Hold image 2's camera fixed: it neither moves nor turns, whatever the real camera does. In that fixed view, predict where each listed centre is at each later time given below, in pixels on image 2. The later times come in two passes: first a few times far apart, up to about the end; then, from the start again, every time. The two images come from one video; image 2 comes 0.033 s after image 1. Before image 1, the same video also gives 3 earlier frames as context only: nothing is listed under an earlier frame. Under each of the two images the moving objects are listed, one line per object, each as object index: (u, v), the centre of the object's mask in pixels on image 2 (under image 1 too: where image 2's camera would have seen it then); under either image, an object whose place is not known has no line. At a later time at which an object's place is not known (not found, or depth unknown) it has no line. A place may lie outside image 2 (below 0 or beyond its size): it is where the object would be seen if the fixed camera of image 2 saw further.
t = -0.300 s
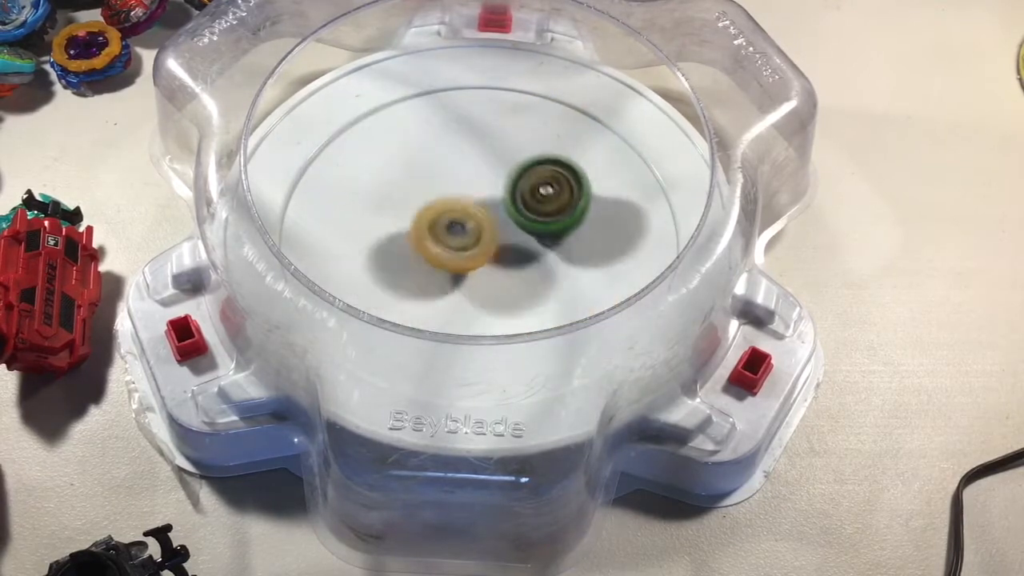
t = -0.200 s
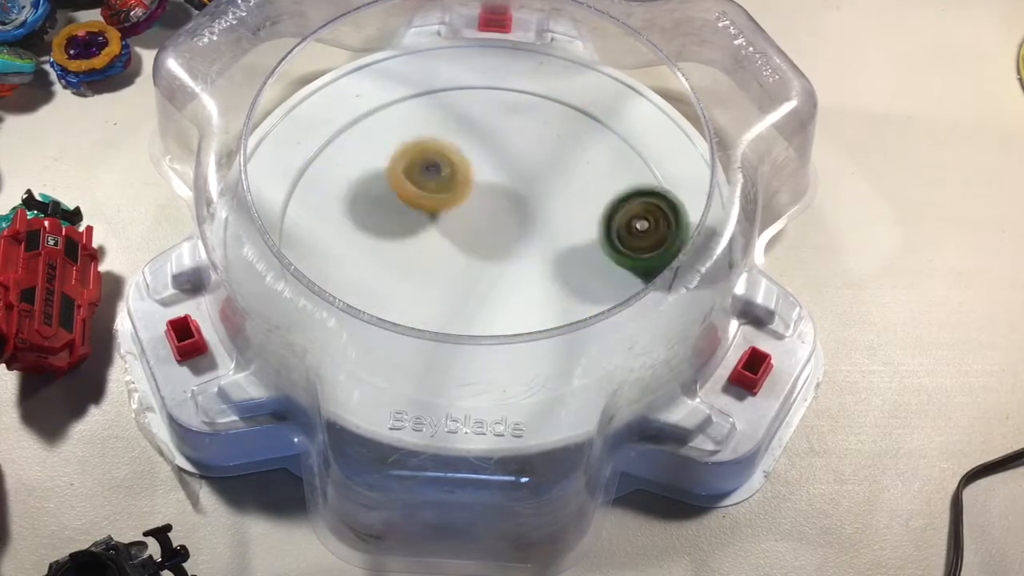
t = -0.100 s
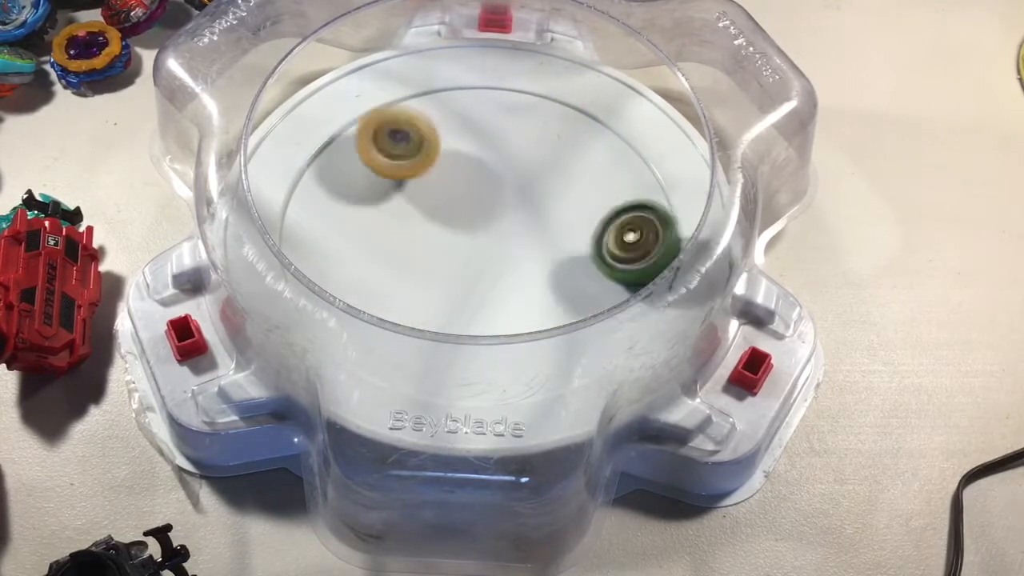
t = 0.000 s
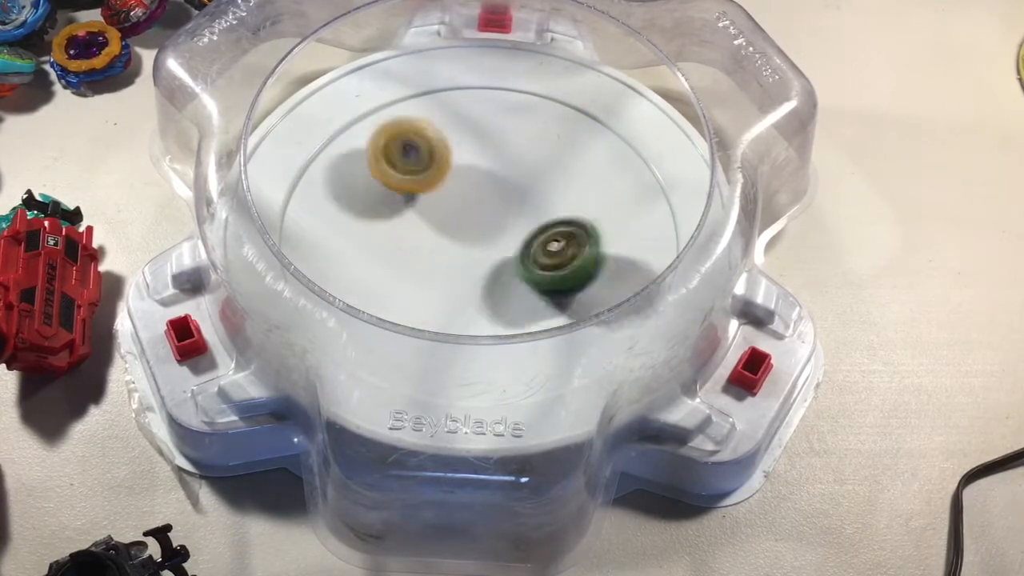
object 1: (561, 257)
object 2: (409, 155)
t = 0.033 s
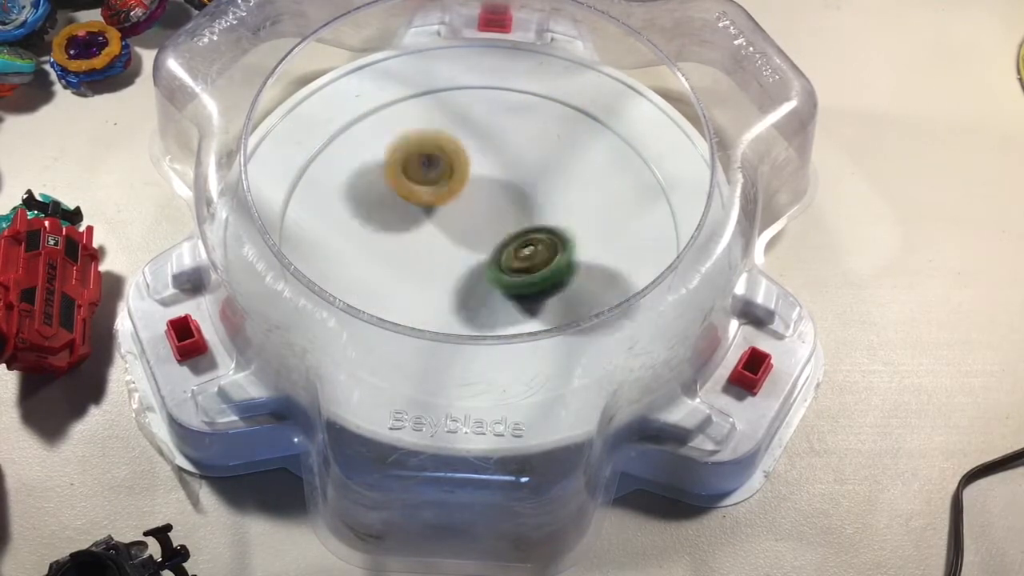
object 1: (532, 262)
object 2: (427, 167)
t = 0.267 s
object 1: (368, 266)
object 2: (578, 212)
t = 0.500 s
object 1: (337, 175)
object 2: (502, 252)
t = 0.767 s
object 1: (469, 112)
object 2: (472, 265)
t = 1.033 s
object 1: (577, 229)
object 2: (447, 151)
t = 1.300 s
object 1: (469, 303)
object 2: (539, 236)
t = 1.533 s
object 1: (371, 233)
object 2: (510, 240)
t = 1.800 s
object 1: (405, 164)
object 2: (442, 270)
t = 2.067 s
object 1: (481, 138)
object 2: (471, 249)
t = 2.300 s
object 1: (558, 141)
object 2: (473, 212)
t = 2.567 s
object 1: (606, 175)
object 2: (454, 232)
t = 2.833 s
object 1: (587, 242)
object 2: (493, 236)
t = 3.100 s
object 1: (519, 287)
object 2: (474, 210)
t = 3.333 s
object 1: (437, 276)
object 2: (469, 205)
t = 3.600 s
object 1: (384, 223)
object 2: (497, 215)
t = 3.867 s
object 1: (416, 162)
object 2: (517, 215)
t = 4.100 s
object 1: (480, 138)
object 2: (507, 231)
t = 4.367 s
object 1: (545, 169)
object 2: (504, 249)
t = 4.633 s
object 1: (568, 229)
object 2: (476, 255)
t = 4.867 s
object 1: (534, 285)
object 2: (440, 242)
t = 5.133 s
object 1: (475, 308)
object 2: (444, 207)
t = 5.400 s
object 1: (415, 257)
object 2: (475, 181)
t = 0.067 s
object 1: (504, 269)
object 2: (449, 179)
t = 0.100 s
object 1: (475, 276)
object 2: (473, 190)
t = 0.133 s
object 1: (447, 281)
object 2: (496, 200)
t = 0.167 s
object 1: (424, 281)
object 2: (521, 206)
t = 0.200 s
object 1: (403, 278)
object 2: (542, 209)
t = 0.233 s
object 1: (385, 273)
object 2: (562, 212)
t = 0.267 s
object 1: (368, 266)
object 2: (578, 212)
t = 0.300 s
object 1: (355, 256)
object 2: (588, 211)
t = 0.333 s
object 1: (346, 245)
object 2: (589, 211)
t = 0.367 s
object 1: (340, 234)
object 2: (580, 212)
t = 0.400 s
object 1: (334, 222)
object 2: (563, 218)
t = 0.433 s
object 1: (332, 207)
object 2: (542, 228)
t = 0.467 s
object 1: (332, 192)
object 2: (521, 239)
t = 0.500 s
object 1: (337, 175)
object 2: (502, 252)
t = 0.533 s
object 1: (345, 159)
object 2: (485, 264)
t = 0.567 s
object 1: (357, 145)
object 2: (471, 276)
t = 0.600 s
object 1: (373, 133)
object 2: (461, 287)
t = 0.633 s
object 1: (389, 124)
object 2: (456, 295)
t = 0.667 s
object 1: (407, 117)
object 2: (457, 296)
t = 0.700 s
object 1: (427, 113)
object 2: (462, 292)
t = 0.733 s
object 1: (448, 112)
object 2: (468, 281)
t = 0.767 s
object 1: (469, 112)
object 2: (472, 265)
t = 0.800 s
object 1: (490, 117)
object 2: (471, 247)
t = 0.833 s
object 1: (509, 124)
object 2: (470, 228)
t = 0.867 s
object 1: (527, 136)
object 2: (466, 212)
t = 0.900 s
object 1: (542, 151)
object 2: (465, 195)
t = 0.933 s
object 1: (555, 168)
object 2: (462, 179)
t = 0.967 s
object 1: (565, 189)
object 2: (456, 165)
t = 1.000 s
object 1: (573, 210)
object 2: (451, 156)
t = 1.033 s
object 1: (577, 229)
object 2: (447, 151)
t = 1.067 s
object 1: (577, 246)
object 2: (446, 154)
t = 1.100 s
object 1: (573, 262)
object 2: (450, 164)
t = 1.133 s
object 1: (565, 277)
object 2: (458, 177)
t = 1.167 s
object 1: (550, 289)
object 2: (472, 192)
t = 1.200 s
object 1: (532, 298)
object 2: (488, 205)
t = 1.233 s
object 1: (511, 303)
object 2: (505, 217)
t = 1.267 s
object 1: (490, 304)
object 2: (523, 229)
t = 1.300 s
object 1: (469, 303)
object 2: (539, 236)
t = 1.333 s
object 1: (450, 299)
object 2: (555, 240)
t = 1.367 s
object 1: (431, 293)
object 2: (567, 240)
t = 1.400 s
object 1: (414, 286)
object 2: (570, 237)
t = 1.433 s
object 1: (397, 274)
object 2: (565, 236)
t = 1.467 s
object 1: (385, 262)
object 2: (550, 234)
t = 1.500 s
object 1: (376, 248)
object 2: (530, 235)
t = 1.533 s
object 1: (371, 233)
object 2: (510, 240)
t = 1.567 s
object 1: (370, 210)
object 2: (481, 249)
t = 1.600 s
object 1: (372, 202)
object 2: (472, 252)
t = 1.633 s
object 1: (374, 195)
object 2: (465, 254)
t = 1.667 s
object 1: (378, 188)
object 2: (456, 258)
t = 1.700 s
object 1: (383, 181)
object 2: (451, 262)
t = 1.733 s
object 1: (389, 175)
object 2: (446, 264)
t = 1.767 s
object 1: (396, 170)
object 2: (443, 267)
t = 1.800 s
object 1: (405, 164)
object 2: (442, 270)
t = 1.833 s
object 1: (414, 159)
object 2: (443, 271)
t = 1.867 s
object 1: (424, 155)
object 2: (446, 271)
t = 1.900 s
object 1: (434, 151)
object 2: (450, 270)
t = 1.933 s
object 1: (443, 147)
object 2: (455, 267)
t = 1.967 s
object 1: (453, 144)
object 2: (458, 265)
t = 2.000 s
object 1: (463, 142)
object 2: (464, 260)
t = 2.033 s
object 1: (472, 140)
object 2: (468, 254)
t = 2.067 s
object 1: (481, 138)
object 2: (471, 249)
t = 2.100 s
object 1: (491, 138)
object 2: (476, 242)
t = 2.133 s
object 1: (500, 139)
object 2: (479, 234)
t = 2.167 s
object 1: (509, 141)
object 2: (481, 227)
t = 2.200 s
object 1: (518, 143)
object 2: (485, 220)
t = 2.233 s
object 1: (528, 146)
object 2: (486, 213)
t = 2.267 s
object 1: (542, 145)
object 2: (481, 212)
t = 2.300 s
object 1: (558, 141)
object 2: (473, 212)
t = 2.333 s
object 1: (571, 139)
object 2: (468, 213)
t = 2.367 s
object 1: (579, 139)
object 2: (463, 215)
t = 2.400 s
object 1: (586, 143)
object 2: (458, 216)
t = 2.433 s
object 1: (591, 147)
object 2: (455, 219)
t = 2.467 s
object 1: (597, 153)
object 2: (453, 221)
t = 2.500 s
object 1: (601, 160)
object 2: (451, 225)
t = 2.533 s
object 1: (604, 167)
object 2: (451, 229)
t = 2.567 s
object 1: (606, 175)
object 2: (454, 232)
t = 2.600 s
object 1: (608, 183)
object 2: (457, 236)
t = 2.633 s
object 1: (608, 191)
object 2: (462, 239)
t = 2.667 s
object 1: (606, 200)
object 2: (468, 241)
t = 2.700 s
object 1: (604, 209)
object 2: (474, 241)
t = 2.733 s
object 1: (601, 218)
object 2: (481, 240)
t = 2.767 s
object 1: (596, 226)
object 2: (487, 240)
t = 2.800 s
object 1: (589, 234)
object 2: (494, 239)
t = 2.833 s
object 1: (587, 242)
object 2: (493, 236)
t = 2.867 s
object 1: (585, 251)
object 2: (490, 232)
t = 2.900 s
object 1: (580, 257)
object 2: (488, 228)
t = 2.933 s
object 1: (573, 263)
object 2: (485, 225)
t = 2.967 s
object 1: (563, 270)
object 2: (482, 221)
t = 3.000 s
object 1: (553, 276)
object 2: (480, 218)
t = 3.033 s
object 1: (542, 281)
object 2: (478, 215)
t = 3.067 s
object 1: (531, 285)
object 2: (476, 213)
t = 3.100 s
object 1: (519, 287)
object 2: (474, 210)
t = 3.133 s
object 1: (507, 288)
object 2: (472, 208)
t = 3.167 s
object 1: (495, 289)
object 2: (470, 206)
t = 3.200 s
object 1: (482, 288)
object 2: (469, 205)
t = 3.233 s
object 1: (471, 287)
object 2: (468, 204)
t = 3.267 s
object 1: (459, 285)
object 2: (468, 203)
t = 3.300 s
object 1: (448, 281)
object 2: (468, 204)
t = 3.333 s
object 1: (437, 276)
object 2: (469, 205)
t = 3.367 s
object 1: (427, 272)
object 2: (470, 206)
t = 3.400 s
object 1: (417, 268)
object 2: (473, 207)
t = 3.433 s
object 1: (410, 262)
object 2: (475, 209)
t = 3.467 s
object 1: (402, 254)
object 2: (479, 211)
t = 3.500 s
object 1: (396, 247)
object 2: (484, 213)
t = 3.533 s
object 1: (390, 239)
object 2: (487, 214)
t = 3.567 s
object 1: (386, 231)
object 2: (492, 214)
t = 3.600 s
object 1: (384, 223)
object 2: (497, 215)
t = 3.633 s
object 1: (383, 215)
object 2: (501, 215)
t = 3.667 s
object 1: (384, 207)
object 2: (506, 216)
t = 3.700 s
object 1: (387, 198)
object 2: (510, 215)
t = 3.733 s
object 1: (390, 190)
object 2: (512, 215)
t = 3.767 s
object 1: (395, 182)
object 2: (515, 215)
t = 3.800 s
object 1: (400, 174)
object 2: (516, 215)
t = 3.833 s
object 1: (408, 168)
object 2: (517, 214)
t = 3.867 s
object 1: (416, 162)
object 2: (517, 215)
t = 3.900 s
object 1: (424, 156)
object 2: (517, 216)
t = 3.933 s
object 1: (432, 150)
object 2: (515, 218)
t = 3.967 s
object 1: (442, 146)
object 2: (515, 219)
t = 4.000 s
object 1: (451, 144)
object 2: (512, 222)
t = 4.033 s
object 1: (461, 141)
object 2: (511, 224)
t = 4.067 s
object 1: (471, 139)
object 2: (508, 228)
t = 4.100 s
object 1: (480, 138)
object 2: (507, 231)
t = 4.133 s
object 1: (489, 139)
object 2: (506, 235)
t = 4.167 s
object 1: (498, 140)
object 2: (506, 237)
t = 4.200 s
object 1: (508, 143)
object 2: (505, 241)
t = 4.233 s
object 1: (516, 145)
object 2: (505, 243)
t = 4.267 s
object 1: (524, 150)
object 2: (505, 245)
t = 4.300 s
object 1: (531, 155)
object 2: (505, 248)
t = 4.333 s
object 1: (539, 162)
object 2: (504, 249)
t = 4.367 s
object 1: (545, 169)
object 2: (504, 249)
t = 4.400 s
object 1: (550, 176)
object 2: (504, 249)
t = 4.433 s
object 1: (556, 184)
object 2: (504, 250)
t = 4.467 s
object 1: (559, 193)
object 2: (502, 250)
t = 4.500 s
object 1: (566, 198)
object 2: (494, 251)
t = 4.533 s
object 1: (570, 204)
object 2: (490, 252)
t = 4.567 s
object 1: (570, 211)
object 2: (487, 253)
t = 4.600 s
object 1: (570, 220)
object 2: (480, 255)
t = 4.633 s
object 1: (568, 229)
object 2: (476, 255)
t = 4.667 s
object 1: (565, 237)
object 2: (470, 255)
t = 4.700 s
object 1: (560, 246)
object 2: (465, 255)
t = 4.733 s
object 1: (555, 253)
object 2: (460, 255)
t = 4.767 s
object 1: (548, 261)
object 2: (456, 253)
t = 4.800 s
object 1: (544, 267)
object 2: (451, 252)
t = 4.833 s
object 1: (537, 273)
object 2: (447, 250)
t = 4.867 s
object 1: (534, 285)
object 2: (440, 242)
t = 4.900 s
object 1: (534, 297)
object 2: (433, 233)
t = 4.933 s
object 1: (531, 302)
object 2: (430, 226)
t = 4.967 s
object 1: (525, 305)
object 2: (435, 223)
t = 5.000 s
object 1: (517, 307)
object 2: (436, 220)
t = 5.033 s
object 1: (505, 309)
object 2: (437, 215)
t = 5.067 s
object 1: (496, 309)
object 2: (439, 214)
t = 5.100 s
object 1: (485, 308)
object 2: (441, 209)
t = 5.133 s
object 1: (475, 308)
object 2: (444, 207)
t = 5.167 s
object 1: (465, 305)
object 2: (449, 202)
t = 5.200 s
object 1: (455, 303)
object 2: (452, 200)
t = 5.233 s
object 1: (446, 299)
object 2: (456, 196)
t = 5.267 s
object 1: (438, 290)
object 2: (460, 193)
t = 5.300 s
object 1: (431, 283)
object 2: (464, 187)
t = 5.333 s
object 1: (425, 276)
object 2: (470, 187)
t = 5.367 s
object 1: (419, 268)
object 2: (472, 183)
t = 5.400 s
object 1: (415, 257)
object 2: (475, 181)
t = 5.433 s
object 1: (411, 250)
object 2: (478, 179)
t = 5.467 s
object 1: (410, 240)
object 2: (480, 178)
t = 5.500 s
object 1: (410, 230)
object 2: (481, 176)
